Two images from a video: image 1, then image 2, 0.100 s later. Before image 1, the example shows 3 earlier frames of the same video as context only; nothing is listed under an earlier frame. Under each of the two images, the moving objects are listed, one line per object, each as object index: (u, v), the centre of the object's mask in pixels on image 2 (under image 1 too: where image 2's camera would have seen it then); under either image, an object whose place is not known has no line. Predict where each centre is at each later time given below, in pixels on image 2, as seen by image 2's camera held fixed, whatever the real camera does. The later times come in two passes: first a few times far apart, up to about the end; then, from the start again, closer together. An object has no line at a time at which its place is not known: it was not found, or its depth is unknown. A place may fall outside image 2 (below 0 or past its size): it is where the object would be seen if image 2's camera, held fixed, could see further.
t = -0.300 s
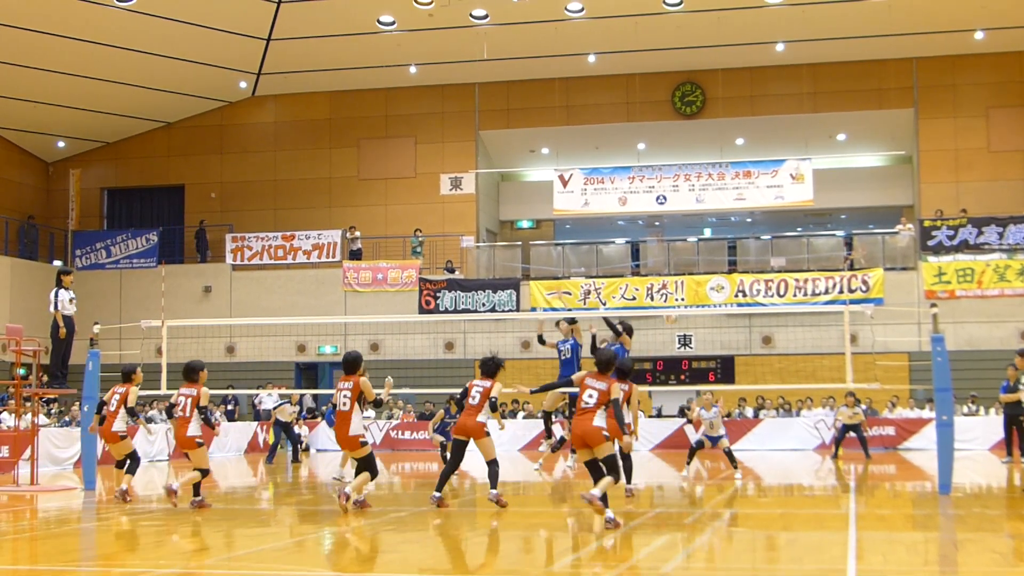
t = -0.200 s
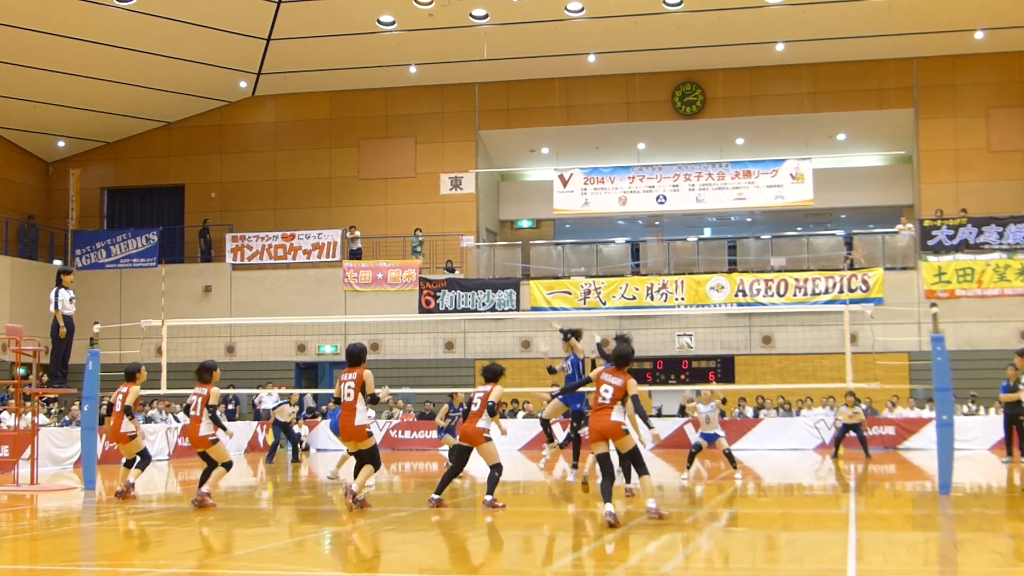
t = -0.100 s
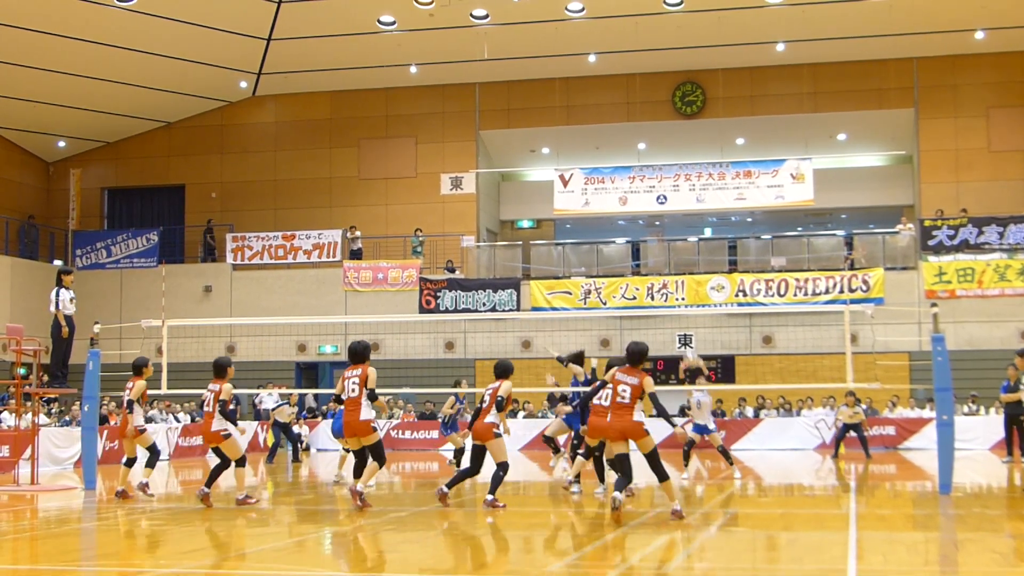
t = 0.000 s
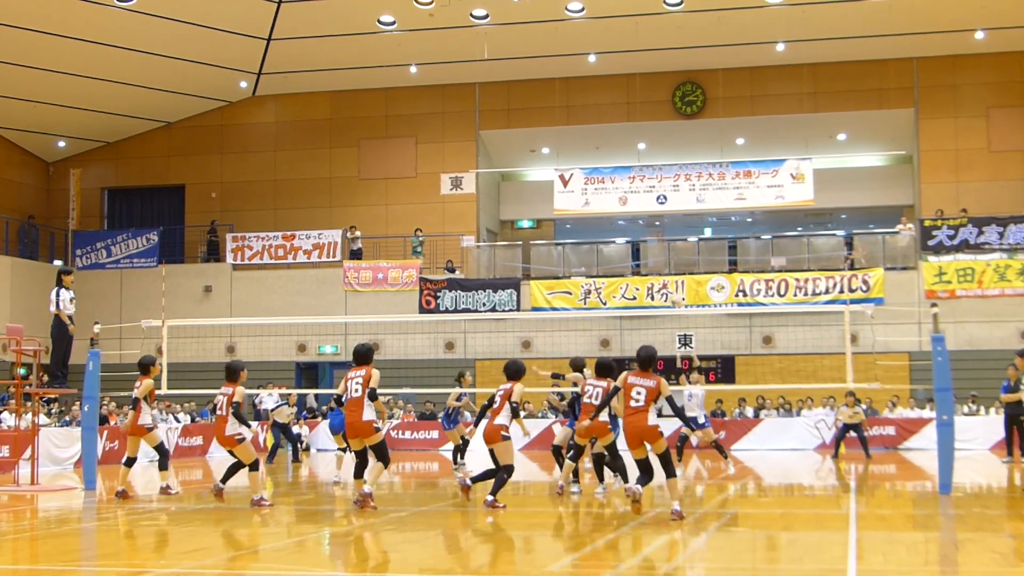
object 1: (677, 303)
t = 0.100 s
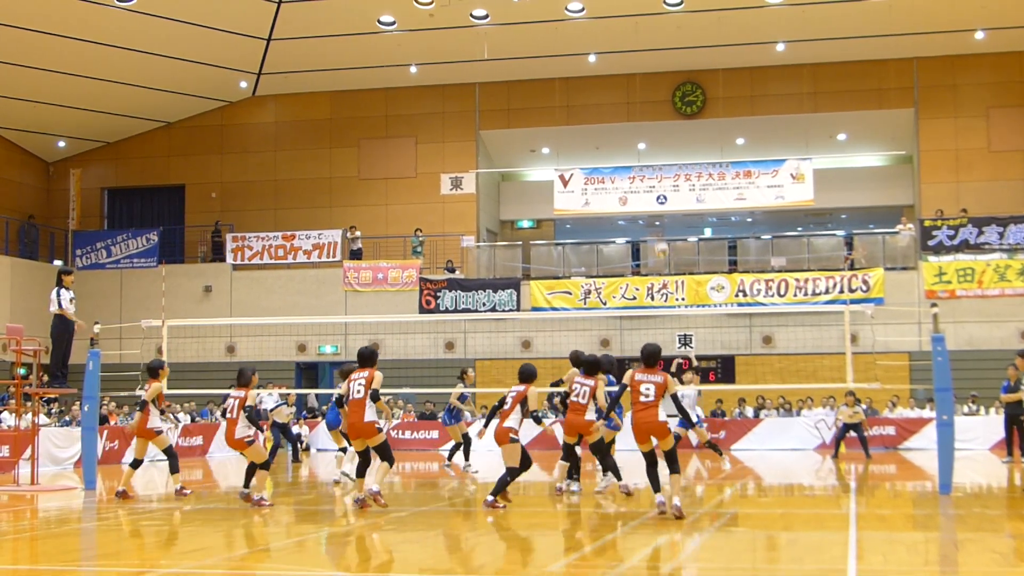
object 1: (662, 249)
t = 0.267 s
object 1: (637, 181)
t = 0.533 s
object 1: (601, 111)
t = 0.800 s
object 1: (564, 91)
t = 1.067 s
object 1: (528, 120)
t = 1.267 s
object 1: (503, 174)
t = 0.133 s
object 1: (657, 233)
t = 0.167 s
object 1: (652, 220)
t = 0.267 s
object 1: (637, 181)
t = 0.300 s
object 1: (633, 170)
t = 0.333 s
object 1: (628, 158)
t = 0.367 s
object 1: (624, 148)
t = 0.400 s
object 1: (619, 139)
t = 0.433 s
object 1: (615, 131)
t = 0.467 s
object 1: (610, 123)
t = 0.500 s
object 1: (606, 117)
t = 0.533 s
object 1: (601, 111)
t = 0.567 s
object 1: (596, 106)
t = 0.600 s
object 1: (592, 102)
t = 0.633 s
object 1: (587, 98)
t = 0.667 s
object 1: (583, 95)
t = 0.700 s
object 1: (578, 93)
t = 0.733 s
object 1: (574, 92)
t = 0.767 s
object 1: (569, 91)
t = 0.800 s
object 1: (564, 91)
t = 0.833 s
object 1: (560, 92)
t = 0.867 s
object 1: (555, 94)
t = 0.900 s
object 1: (551, 96)
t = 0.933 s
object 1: (547, 99)
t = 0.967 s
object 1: (542, 103)
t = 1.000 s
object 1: (537, 108)
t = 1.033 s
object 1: (533, 113)
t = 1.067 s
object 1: (528, 120)
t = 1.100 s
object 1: (524, 126)
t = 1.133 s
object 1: (520, 134)
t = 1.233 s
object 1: (507, 163)
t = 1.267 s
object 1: (503, 174)
